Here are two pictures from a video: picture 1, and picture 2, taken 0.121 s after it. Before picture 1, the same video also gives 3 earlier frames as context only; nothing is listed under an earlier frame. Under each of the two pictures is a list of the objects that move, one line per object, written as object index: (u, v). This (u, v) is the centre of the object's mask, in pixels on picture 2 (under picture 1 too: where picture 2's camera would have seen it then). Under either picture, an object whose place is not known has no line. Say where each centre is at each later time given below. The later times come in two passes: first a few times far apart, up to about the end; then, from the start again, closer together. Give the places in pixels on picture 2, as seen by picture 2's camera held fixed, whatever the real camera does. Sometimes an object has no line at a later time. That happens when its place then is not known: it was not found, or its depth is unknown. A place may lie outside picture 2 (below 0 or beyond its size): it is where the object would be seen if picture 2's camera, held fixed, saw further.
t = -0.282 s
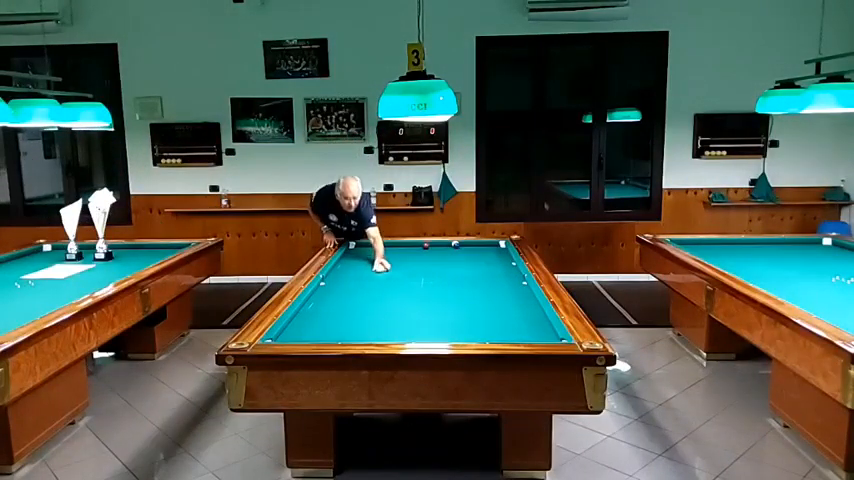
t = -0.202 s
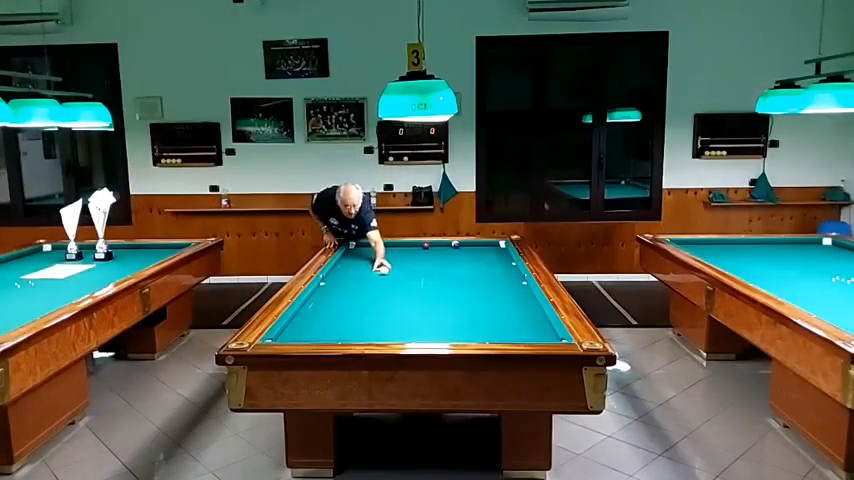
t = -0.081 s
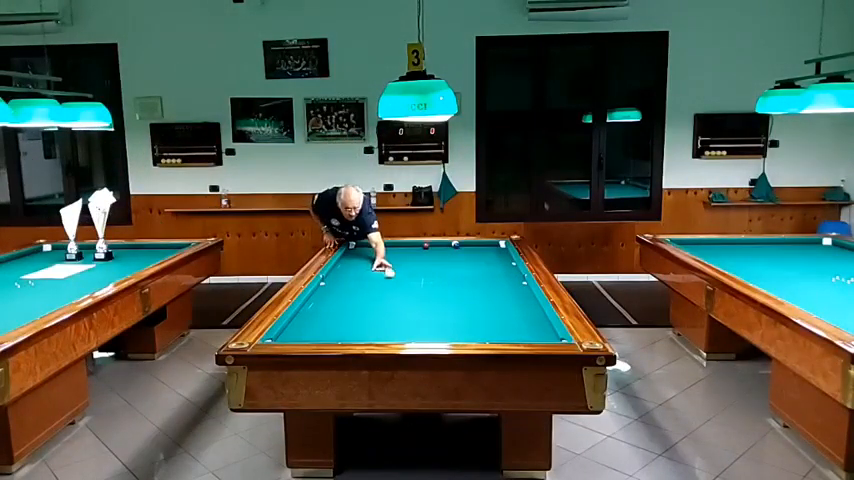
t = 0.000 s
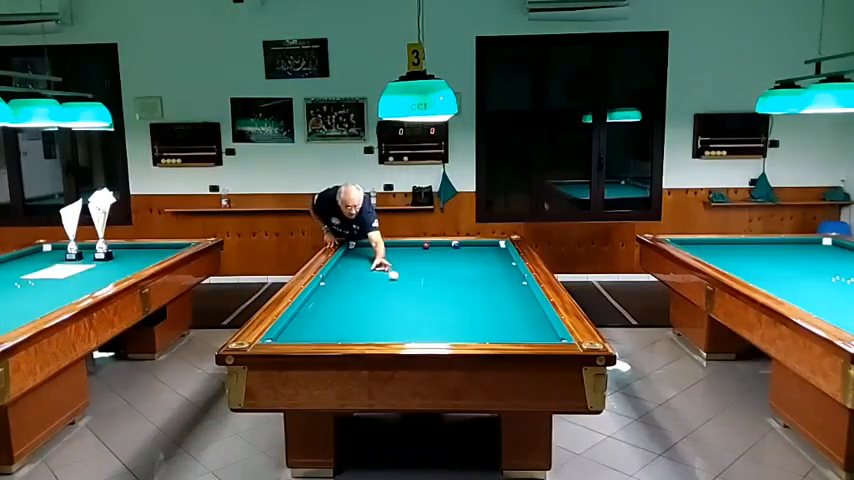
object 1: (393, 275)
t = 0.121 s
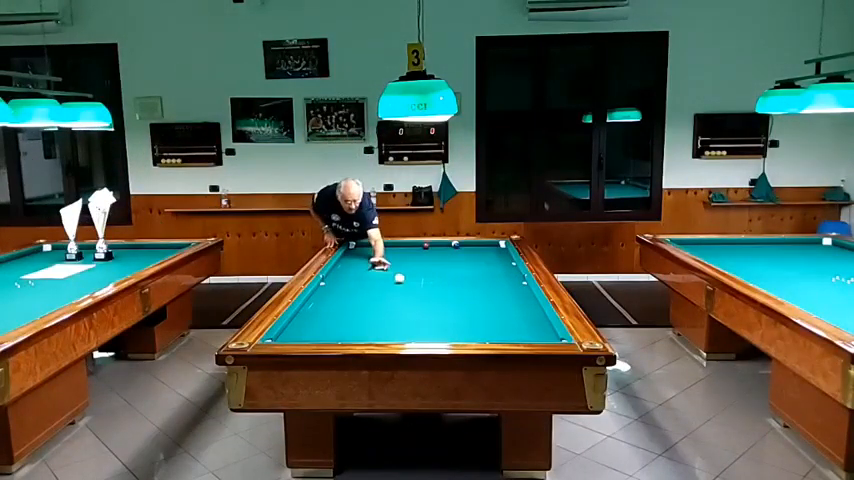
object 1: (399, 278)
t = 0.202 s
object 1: (403, 280)
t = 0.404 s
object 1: (416, 287)
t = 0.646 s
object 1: (430, 293)
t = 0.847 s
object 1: (442, 299)
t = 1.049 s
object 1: (456, 307)
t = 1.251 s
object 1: (470, 314)
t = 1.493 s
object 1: (489, 324)
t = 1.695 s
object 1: (505, 332)
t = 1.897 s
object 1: (523, 338)
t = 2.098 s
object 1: (533, 335)
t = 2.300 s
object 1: (540, 331)
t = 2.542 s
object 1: (543, 326)
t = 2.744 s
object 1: (536, 322)
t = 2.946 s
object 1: (530, 319)
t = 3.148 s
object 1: (524, 316)
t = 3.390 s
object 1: (517, 312)
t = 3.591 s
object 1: (512, 309)
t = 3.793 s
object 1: (507, 306)
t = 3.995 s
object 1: (503, 303)
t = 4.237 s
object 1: (498, 300)
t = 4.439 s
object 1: (493, 297)
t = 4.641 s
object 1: (490, 295)
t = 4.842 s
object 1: (486, 293)
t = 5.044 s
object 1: (483, 291)
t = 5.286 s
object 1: (479, 289)
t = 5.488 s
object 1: (476, 287)
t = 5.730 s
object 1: (473, 285)
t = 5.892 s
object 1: (471, 283)
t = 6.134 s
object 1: (468, 281)
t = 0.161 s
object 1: (401, 279)
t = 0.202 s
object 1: (403, 280)
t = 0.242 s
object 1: (405, 281)
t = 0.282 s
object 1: (407, 282)
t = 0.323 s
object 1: (409, 283)
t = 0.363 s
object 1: (414, 285)
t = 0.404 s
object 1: (416, 287)
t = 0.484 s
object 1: (420, 289)
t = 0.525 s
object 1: (422, 290)
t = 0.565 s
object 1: (425, 291)
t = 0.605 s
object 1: (428, 292)
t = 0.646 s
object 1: (430, 293)
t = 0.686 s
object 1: (432, 295)
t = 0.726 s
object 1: (435, 296)
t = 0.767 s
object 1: (437, 297)
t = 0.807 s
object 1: (440, 298)
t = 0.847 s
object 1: (442, 299)
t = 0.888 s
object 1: (445, 301)
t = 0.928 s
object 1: (447, 302)
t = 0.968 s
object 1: (450, 304)
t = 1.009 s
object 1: (453, 305)
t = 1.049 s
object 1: (456, 307)
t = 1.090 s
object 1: (458, 308)
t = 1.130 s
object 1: (461, 309)
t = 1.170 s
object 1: (464, 311)
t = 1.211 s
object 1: (467, 313)
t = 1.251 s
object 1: (470, 314)
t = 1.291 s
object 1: (473, 316)
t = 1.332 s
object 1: (476, 317)
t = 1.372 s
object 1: (479, 319)
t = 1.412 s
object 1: (482, 320)
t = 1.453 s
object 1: (485, 322)
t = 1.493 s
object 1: (489, 324)
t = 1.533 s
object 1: (492, 326)
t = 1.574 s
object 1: (495, 327)
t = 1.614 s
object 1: (498, 329)
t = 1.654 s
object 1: (502, 331)
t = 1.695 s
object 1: (505, 332)
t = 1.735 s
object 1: (509, 333)
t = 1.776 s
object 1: (512, 335)
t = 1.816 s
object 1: (516, 336)
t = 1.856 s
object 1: (520, 337)
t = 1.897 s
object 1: (523, 338)
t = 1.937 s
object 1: (526, 338)
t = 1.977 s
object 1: (528, 337)
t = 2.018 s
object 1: (529, 336)
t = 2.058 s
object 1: (531, 336)
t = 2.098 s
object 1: (533, 335)
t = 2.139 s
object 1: (534, 334)
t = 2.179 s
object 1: (536, 334)
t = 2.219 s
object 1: (537, 333)
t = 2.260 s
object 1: (539, 332)
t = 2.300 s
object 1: (540, 331)
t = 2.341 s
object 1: (542, 330)
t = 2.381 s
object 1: (543, 330)
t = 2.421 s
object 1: (545, 329)
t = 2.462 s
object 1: (545, 328)
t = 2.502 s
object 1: (544, 327)
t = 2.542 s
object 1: (543, 326)
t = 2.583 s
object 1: (541, 325)
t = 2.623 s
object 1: (540, 324)
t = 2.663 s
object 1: (538, 324)
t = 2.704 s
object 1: (537, 323)
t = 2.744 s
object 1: (536, 322)
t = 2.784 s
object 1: (535, 322)
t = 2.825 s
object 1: (533, 321)
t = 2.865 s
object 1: (532, 320)
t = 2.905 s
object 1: (531, 320)
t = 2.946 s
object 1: (530, 319)
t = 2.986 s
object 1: (529, 318)
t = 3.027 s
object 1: (528, 318)
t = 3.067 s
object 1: (526, 317)
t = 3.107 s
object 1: (525, 316)
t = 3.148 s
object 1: (524, 316)
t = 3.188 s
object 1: (523, 315)
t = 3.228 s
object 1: (522, 314)
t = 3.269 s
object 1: (521, 314)
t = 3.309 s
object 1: (520, 313)
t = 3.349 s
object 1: (518, 312)
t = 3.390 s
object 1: (517, 312)
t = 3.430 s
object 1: (516, 311)
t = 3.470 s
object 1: (515, 310)
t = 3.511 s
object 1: (514, 310)
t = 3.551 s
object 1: (513, 309)
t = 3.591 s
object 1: (512, 309)
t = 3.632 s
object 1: (511, 308)
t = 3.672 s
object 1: (510, 307)
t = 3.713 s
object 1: (509, 307)
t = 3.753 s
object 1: (508, 306)
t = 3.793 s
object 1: (507, 306)
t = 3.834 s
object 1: (506, 305)
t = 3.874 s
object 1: (505, 305)
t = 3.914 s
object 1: (505, 304)
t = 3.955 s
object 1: (503, 303)
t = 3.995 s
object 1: (503, 303)
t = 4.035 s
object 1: (502, 302)
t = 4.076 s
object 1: (501, 302)
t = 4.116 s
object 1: (500, 301)
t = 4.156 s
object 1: (499, 301)
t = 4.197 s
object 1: (498, 300)
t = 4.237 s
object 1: (498, 300)
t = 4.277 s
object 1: (497, 299)
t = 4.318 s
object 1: (496, 299)
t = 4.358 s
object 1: (495, 298)
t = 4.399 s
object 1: (494, 298)
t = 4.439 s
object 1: (493, 297)
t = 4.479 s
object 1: (493, 297)
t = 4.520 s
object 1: (492, 296)
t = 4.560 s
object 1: (491, 296)
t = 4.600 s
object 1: (490, 296)
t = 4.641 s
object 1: (490, 295)
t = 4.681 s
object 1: (489, 295)
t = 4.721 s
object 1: (488, 294)
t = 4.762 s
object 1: (487, 294)
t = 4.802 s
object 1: (487, 293)
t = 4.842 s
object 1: (486, 293)
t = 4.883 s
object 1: (485, 292)
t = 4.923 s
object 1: (485, 292)
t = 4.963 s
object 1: (484, 292)
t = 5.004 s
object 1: (483, 291)
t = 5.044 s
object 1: (483, 291)
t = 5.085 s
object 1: (482, 291)
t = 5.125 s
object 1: (481, 290)
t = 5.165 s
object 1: (481, 290)
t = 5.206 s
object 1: (480, 289)
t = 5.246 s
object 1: (480, 289)
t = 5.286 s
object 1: (479, 289)
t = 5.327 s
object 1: (479, 288)
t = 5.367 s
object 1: (478, 288)
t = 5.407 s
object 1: (477, 287)
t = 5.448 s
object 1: (477, 287)
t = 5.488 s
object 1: (476, 287)
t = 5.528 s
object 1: (475, 286)
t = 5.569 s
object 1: (475, 286)
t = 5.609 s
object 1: (474, 286)
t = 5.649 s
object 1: (474, 285)
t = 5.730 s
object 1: (473, 285)
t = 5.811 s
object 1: (472, 284)
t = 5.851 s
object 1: (471, 284)
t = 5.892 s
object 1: (471, 283)
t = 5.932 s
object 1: (470, 283)
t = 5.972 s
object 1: (470, 283)
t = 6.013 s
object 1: (469, 282)
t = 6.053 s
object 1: (469, 282)
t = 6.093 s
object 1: (468, 282)
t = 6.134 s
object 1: (468, 281)
